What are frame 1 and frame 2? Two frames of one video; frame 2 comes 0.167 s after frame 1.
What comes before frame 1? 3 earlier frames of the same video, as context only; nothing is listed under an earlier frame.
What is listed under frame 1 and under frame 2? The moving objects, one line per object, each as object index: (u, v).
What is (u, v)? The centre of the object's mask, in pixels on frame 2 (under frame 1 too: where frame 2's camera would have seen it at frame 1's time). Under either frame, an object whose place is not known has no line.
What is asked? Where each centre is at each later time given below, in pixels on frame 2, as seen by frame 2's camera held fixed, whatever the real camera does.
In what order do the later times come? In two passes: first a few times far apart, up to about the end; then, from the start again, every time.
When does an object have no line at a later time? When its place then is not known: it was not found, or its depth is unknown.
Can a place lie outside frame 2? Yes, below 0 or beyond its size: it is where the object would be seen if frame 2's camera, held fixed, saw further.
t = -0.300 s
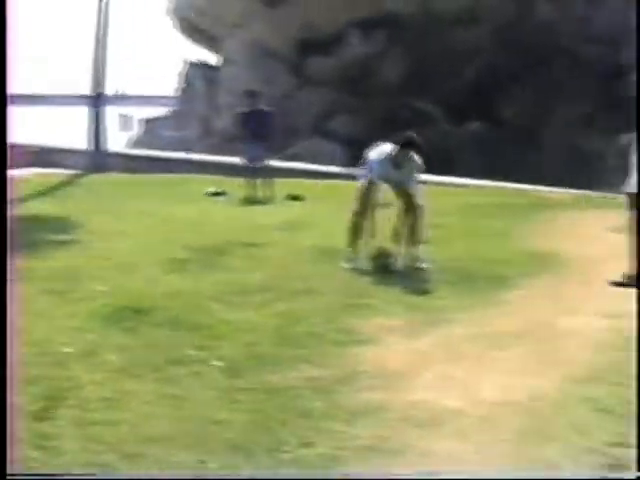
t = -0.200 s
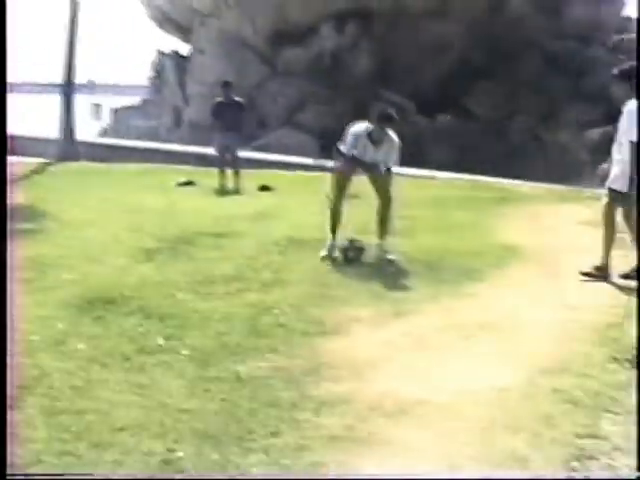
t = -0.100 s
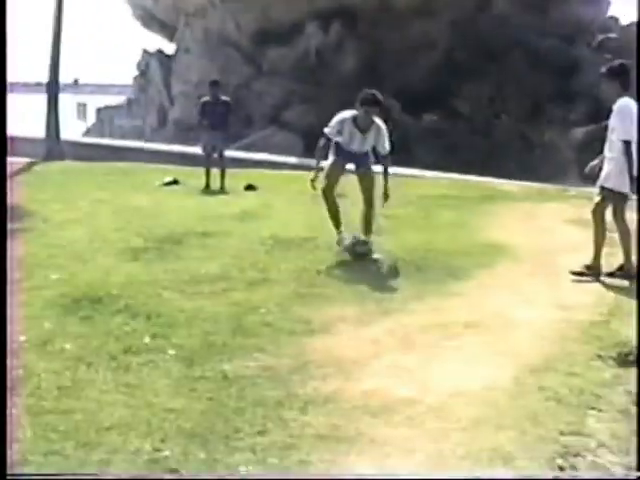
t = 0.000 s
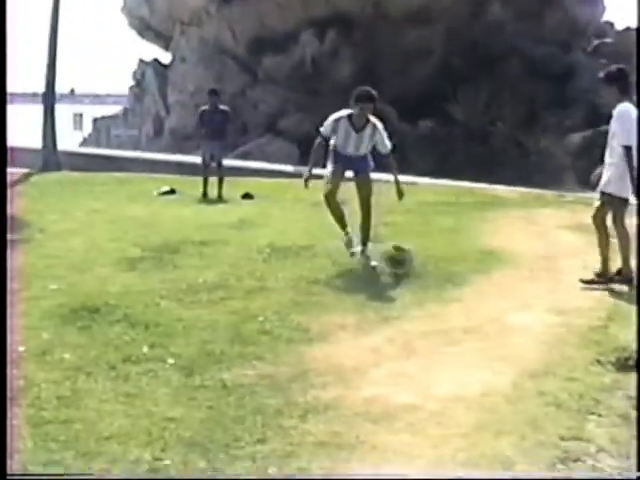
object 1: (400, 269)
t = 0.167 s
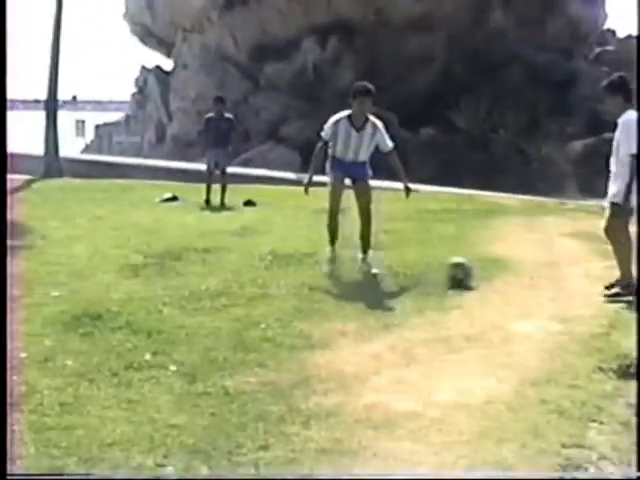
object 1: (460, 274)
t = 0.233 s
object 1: (479, 275)
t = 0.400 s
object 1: (519, 277)
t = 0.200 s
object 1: (470, 275)
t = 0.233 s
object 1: (479, 275)
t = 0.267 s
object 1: (486, 275)
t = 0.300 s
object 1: (495, 275)
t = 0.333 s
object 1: (503, 276)
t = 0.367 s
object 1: (511, 275)
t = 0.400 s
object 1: (519, 277)
